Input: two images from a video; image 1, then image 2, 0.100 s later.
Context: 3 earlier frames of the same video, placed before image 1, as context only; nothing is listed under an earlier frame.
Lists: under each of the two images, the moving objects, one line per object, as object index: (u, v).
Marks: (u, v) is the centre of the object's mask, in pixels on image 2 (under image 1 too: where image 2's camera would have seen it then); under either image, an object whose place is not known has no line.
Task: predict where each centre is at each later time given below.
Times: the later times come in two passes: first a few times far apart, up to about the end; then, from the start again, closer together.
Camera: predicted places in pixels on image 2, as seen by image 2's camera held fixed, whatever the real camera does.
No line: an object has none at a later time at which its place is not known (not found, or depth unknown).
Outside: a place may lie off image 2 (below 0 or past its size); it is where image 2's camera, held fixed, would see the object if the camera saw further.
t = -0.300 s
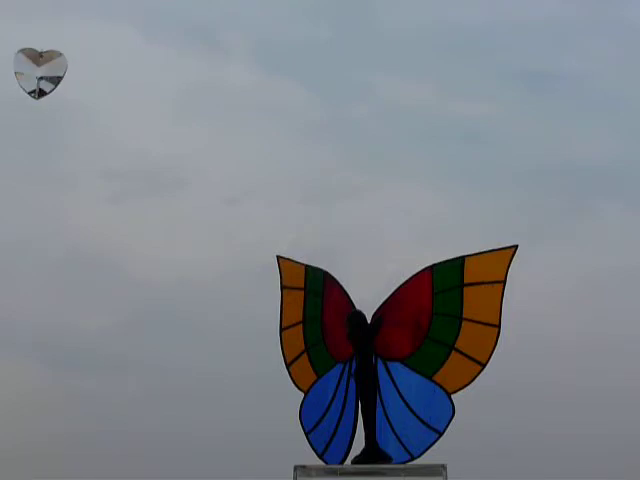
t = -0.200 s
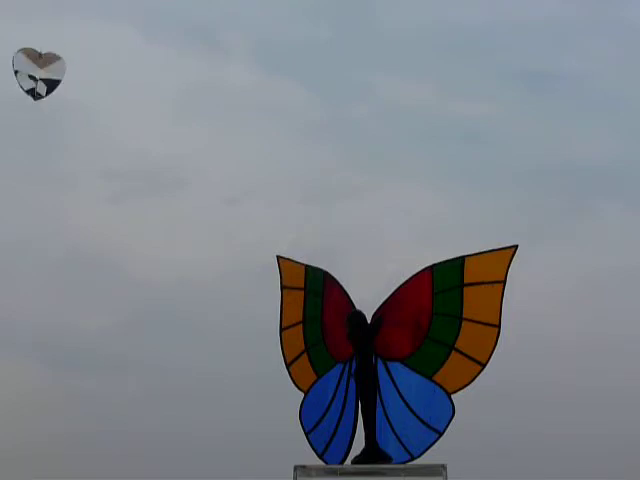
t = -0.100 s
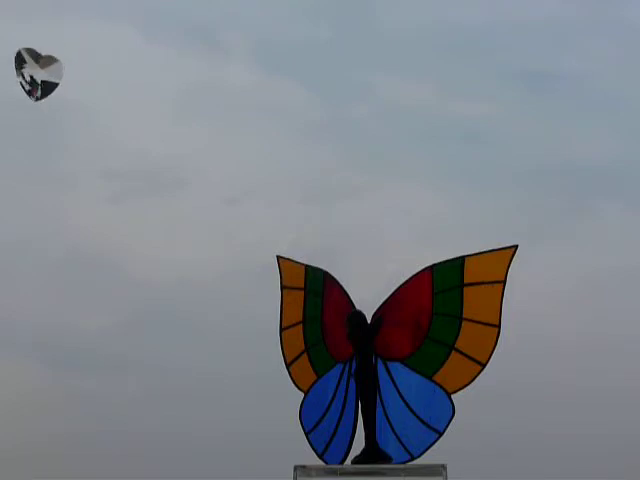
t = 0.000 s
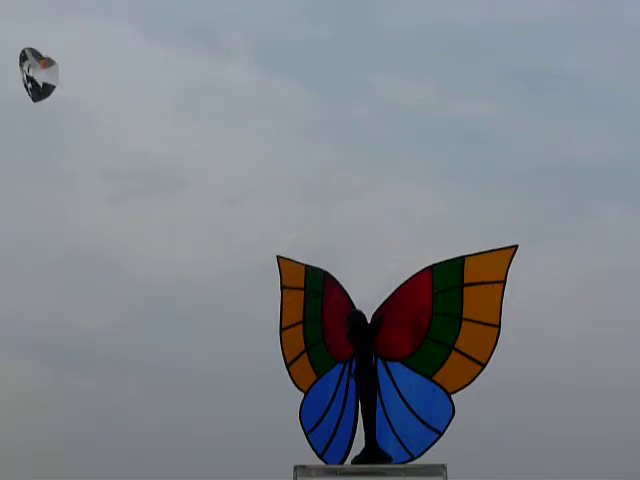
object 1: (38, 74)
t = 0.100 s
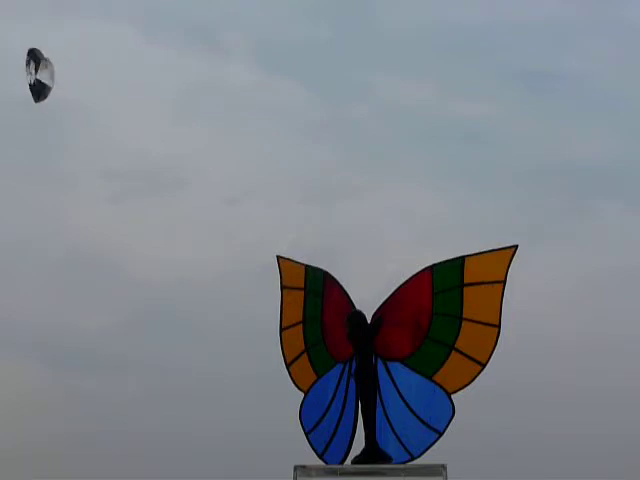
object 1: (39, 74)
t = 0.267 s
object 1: (41, 76)
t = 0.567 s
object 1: (50, 73)
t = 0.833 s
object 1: (54, 70)
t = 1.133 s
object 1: (53, 67)
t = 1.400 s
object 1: (48, 66)
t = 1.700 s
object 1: (40, 70)
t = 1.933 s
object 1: (38, 73)
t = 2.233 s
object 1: (40, 75)
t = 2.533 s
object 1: (46, 74)
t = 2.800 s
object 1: (51, 72)
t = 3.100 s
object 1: (54, 68)
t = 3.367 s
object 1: (51, 66)
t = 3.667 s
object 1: (44, 68)
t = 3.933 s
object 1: (39, 71)
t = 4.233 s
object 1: (38, 74)
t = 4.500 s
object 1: (43, 75)
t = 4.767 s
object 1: (49, 73)
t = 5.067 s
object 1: (53, 69)
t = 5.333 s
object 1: (53, 67)
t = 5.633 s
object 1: (47, 66)
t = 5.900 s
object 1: (42, 69)
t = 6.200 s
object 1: (38, 73)
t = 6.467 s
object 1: (40, 75)
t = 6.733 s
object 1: (46, 74)
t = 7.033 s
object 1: (52, 71)
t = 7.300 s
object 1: (55, 67)
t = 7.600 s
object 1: (50, 66)
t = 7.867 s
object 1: (44, 67)
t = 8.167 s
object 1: (39, 71)
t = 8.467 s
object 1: (39, 75)
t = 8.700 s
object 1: (43, 75)
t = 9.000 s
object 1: (49, 72)
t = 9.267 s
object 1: (53, 69)
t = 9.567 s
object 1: (52, 66)
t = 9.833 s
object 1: (47, 66)
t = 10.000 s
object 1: (44, 68)
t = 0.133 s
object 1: (39, 74)
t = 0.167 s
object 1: (40, 75)
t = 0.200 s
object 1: (40, 75)
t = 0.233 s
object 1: (40, 75)
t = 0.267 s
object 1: (41, 76)
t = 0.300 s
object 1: (42, 76)
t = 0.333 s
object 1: (43, 75)
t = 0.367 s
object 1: (45, 75)
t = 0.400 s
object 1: (46, 75)
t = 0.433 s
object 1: (47, 74)
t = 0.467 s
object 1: (48, 74)
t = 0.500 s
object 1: (49, 73)
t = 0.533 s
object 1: (49, 74)
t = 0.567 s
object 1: (50, 73)
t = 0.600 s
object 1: (50, 73)
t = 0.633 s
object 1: (51, 72)
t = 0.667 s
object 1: (52, 72)
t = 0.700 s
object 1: (52, 72)
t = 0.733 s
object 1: (53, 71)
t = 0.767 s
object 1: (53, 71)
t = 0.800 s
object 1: (53, 70)
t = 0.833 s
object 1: (54, 70)
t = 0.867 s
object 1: (54, 69)
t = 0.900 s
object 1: (54, 69)
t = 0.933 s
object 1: (54, 68)
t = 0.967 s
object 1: (54, 68)
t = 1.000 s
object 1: (54, 68)
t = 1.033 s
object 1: (54, 67)
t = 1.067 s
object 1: (54, 67)
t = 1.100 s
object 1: (53, 66)
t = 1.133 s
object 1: (53, 67)
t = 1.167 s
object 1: (52, 66)
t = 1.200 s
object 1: (52, 66)
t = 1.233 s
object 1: (51, 66)
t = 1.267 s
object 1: (50, 66)
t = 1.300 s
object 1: (50, 66)
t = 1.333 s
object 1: (49, 66)
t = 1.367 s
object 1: (48, 66)
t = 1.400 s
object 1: (48, 66)
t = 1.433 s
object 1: (47, 67)
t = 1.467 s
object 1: (45, 66)
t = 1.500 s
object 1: (45, 67)
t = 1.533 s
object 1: (44, 67)
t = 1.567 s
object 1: (43, 67)
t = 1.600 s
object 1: (42, 68)
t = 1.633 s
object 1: (42, 68)
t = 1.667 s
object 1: (41, 69)
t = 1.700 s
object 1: (40, 70)
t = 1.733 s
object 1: (40, 70)
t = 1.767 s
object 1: (39, 71)
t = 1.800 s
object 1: (39, 71)
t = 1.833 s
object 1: (39, 72)
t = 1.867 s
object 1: (39, 72)
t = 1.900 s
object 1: (38, 72)
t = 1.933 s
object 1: (38, 73)
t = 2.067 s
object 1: (38, 74)
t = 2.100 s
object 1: (38, 74)
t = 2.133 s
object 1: (38, 75)
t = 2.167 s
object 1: (39, 75)
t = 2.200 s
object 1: (40, 75)
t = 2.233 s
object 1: (40, 75)
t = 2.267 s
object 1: (40, 75)
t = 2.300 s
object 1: (41, 75)
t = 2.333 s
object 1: (41, 75)
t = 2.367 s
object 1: (43, 75)
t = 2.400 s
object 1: (43, 75)
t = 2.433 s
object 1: (44, 75)
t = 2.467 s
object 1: (45, 75)
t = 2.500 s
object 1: (45, 75)
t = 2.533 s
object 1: (46, 74)
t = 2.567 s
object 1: (47, 74)
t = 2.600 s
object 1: (48, 74)
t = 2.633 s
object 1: (48, 73)
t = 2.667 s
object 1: (49, 73)
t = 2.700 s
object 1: (50, 73)
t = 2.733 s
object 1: (50, 73)
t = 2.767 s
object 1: (51, 72)
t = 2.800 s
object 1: (51, 72)
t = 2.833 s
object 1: (52, 71)
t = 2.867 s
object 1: (53, 71)
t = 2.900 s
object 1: (53, 70)
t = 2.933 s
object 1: (53, 70)
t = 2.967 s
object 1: (54, 69)
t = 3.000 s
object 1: (54, 69)
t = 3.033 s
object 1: (54, 69)
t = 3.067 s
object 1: (54, 68)
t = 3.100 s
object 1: (54, 68)
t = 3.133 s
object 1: (54, 67)
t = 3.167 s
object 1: (53, 67)
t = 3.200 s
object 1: (54, 67)
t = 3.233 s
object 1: (53, 67)
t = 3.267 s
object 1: (53, 66)
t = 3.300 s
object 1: (52, 66)
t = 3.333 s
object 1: (51, 66)
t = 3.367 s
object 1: (51, 66)
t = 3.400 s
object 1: (50, 66)
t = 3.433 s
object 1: (50, 66)
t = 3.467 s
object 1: (49, 66)
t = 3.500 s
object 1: (48, 66)
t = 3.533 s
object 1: (47, 67)
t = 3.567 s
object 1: (46, 67)
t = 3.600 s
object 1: (45, 67)
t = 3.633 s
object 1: (45, 67)
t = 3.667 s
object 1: (44, 68)
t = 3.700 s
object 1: (43, 68)
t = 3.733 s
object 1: (42, 69)
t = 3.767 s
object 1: (42, 69)
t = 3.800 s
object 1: (41, 69)
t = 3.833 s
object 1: (40, 70)
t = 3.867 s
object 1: (40, 70)
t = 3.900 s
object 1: (39, 70)
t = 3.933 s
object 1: (39, 71)
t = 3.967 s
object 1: (39, 72)
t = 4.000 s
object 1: (38, 72)
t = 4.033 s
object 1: (38, 72)
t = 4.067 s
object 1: (38, 73)
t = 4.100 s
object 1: (38, 73)
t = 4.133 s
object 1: (38, 73)
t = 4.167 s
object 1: (38, 74)
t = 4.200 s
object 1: (38, 74)
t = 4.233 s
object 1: (38, 74)
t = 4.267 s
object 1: (38, 74)
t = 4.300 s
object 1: (39, 75)
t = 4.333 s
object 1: (39, 75)
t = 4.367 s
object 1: (40, 75)
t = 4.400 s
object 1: (41, 75)
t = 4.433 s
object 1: (41, 75)
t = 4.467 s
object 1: (42, 75)
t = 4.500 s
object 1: (43, 75)
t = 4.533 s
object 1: (43, 75)
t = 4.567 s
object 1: (44, 74)
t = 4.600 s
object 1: (45, 74)
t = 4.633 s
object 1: (46, 74)
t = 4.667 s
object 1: (47, 74)
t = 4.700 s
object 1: (48, 74)
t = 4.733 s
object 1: (48, 73)
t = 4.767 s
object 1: (49, 73)
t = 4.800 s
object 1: (49, 73)
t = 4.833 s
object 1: (50, 72)
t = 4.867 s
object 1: (51, 72)
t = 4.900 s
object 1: (52, 71)
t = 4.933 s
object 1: (52, 71)
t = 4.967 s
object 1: (52, 70)
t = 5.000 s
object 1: (53, 70)
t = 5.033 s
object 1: (53, 69)
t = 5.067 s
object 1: (53, 69)
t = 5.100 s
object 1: (54, 69)
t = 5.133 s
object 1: (54, 68)
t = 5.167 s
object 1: (54, 68)
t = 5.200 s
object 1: (54, 67)
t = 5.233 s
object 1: (54, 67)
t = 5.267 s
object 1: (54, 67)
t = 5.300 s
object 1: (53, 67)
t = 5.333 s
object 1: (53, 67)
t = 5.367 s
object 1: (53, 66)
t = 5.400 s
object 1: (52, 66)
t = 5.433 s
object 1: (52, 66)
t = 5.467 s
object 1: (51, 66)
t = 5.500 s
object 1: (50, 66)
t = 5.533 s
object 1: (50, 66)
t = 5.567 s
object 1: (49, 66)
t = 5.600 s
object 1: (48, 66)
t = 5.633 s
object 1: (47, 66)
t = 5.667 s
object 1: (46, 67)
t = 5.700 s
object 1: (46, 67)
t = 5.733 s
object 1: (45, 67)
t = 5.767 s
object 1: (44, 67)
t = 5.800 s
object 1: (43, 68)
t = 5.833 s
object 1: (42, 68)
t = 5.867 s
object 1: (42, 68)
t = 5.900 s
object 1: (42, 69)
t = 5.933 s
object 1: (41, 70)
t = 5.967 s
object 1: (40, 70)
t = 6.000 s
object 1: (40, 71)
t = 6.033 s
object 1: (39, 72)
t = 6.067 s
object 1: (39, 72)
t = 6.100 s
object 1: (38, 72)
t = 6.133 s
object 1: (37, 73)
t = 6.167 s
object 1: (37, 73)
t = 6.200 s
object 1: (38, 73)
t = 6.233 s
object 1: (37, 73)
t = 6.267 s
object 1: (37, 73)
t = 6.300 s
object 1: (38, 74)
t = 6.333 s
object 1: (38, 74)
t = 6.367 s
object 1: (39, 74)
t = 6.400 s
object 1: (39, 75)
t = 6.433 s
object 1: (40, 75)
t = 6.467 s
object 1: (40, 75)
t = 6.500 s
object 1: (41, 75)
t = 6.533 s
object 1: (41, 75)
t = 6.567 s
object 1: (42, 75)
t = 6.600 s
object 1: (43, 75)
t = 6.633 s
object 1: (43, 75)
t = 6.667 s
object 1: (44, 75)
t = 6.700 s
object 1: (45, 74)
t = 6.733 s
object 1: (46, 74)
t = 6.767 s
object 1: (47, 74)
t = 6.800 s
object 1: (47, 73)
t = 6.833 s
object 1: (48, 73)
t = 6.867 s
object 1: (49, 73)
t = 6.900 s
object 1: (50, 72)
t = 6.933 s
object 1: (50, 72)
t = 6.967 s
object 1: (51, 72)
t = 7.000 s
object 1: (52, 71)
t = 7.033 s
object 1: (52, 71)
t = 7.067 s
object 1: (53, 70)
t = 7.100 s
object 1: (53, 70)
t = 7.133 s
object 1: (54, 69)
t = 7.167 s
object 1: (54, 69)
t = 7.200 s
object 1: (54, 68)
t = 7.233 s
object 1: (54, 68)
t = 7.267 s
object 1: (54, 68)
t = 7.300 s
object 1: (55, 67)
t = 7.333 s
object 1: (54, 67)
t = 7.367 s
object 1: (54, 67)
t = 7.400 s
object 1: (54, 66)
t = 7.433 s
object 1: (53, 66)
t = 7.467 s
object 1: (52, 66)
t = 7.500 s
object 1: (52, 66)
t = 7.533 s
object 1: (52, 66)
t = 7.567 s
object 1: (51, 66)
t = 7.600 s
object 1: (50, 66)
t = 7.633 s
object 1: (49, 66)
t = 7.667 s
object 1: (48, 66)
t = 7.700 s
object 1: (47, 66)
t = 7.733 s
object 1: (47, 66)
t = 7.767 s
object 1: (46, 66)
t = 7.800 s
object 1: (46, 66)
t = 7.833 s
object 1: (45, 67)
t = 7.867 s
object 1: (44, 67)
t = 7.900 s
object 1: (43, 68)
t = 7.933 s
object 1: (43, 68)
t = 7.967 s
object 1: (42, 69)
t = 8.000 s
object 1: (41, 69)
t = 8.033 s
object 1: (40, 69)
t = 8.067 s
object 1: (40, 70)
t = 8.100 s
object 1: (39, 70)
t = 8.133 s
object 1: (39, 71)
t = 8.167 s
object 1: (39, 71)
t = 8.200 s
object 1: (39, 72)
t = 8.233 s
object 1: (39, 72)
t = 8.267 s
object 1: (39, 73)
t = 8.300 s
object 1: (39, 73)
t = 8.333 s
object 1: (38, 73)
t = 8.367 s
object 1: (39, 73)
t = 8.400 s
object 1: (39, 74)
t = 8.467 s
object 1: (39, 75)
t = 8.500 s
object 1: (39, 74)
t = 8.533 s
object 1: (40, 75)
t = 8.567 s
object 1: (42, 74)
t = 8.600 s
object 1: (42, 75)
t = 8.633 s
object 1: (42, 75)
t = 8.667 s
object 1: (42, 75)
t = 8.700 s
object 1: (43, 75)
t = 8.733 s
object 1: (43, 75)
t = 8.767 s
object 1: (44, 75)
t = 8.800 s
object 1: (44, 74)
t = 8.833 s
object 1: (45, 74)
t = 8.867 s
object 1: (46, 74)
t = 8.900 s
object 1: (47, 73)
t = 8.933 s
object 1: (48, 73)
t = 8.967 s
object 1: (48, 72)
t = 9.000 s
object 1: (49, 72)
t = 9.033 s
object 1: (50, 72)
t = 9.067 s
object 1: (51, 71)
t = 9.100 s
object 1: (51, 71)
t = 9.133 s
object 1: (52, 70)
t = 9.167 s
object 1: (52, 70)
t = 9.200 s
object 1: (53, 70)
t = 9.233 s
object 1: (53, 69)
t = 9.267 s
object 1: (53, 69)
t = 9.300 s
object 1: (53, 68)
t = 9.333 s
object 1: (54, 68)
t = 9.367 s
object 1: (54, 68)
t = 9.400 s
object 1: (54, 67)
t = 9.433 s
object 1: (54, 67)
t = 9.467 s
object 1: (54, 67)
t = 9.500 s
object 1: (53, 66)
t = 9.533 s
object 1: (53, 66)
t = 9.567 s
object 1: (52, 66)
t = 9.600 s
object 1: (53, 65)
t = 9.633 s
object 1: (52, 66)
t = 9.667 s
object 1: (51, 66)
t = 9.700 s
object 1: (50, 66)
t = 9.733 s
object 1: (49, 66)
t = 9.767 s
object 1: (47, 66)
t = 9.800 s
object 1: (47, 66)
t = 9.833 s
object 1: (47, 66)
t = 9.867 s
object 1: (46, 66)
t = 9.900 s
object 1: (45, 66)
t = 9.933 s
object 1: (45, 67)
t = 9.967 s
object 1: (44, 67)
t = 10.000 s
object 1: (44, 68)
